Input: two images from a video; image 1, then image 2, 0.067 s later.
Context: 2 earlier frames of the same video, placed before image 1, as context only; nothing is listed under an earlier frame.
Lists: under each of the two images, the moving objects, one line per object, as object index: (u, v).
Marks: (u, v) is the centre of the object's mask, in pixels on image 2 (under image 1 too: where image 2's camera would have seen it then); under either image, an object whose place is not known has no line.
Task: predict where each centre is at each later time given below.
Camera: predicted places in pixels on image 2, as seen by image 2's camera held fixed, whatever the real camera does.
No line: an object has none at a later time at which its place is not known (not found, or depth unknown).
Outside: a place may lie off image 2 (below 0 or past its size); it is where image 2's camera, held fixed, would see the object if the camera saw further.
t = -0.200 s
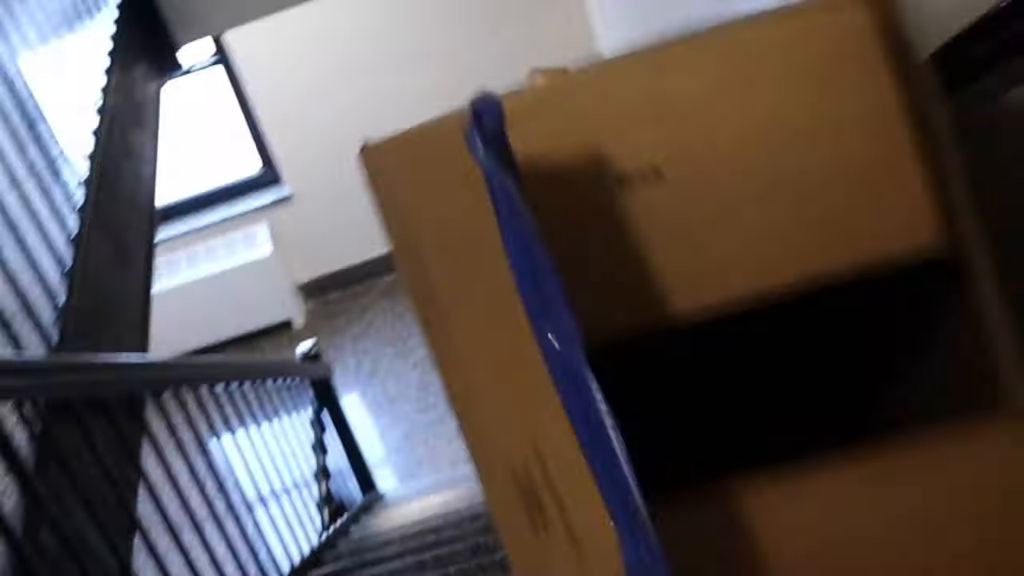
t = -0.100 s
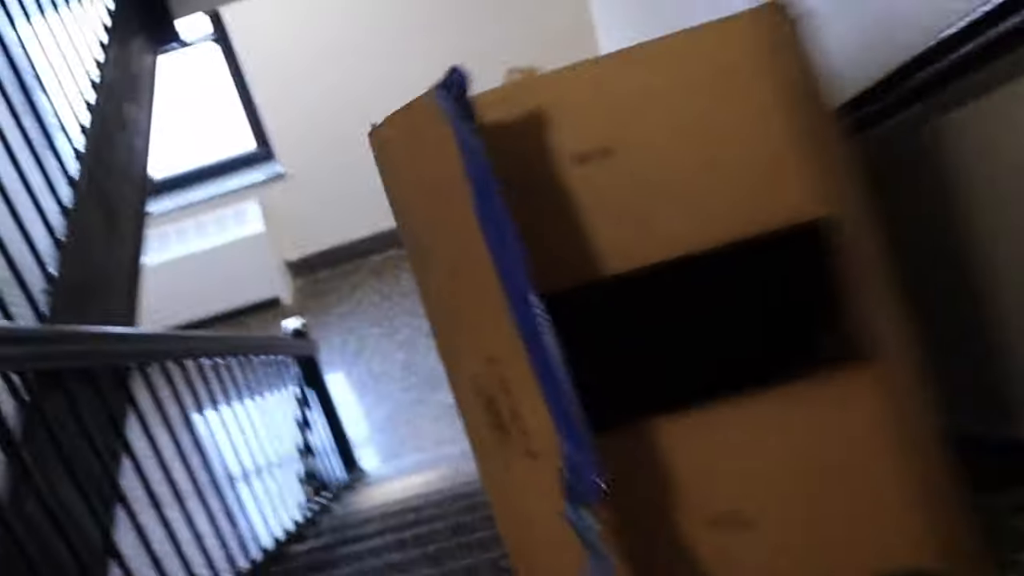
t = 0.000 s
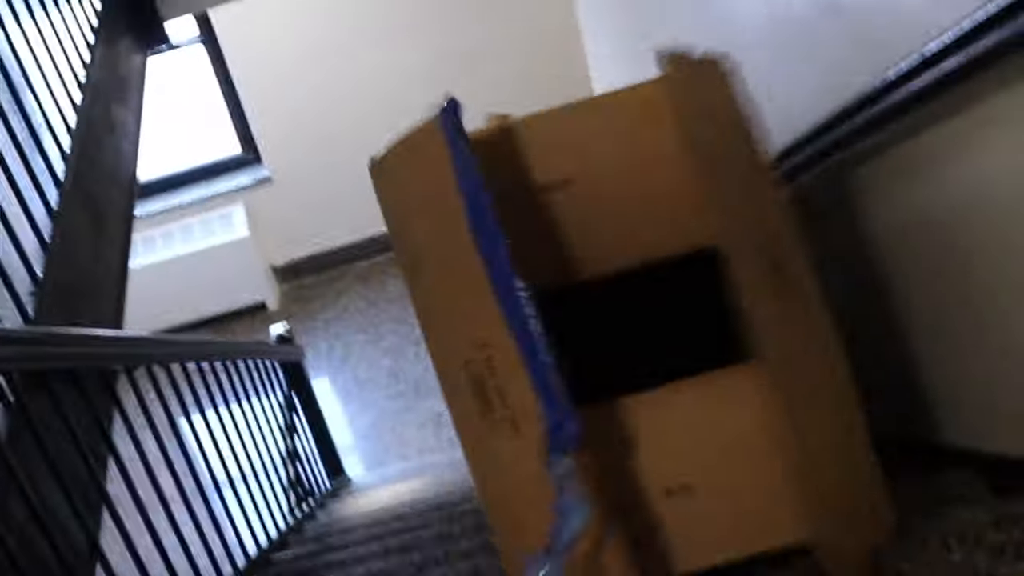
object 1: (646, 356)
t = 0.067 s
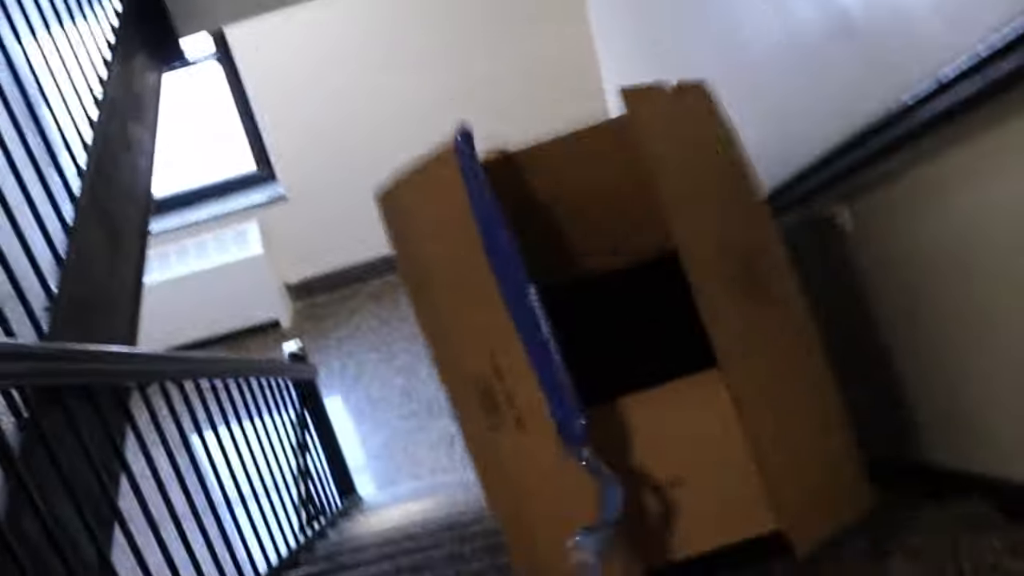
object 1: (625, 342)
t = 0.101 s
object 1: (616, 341)
